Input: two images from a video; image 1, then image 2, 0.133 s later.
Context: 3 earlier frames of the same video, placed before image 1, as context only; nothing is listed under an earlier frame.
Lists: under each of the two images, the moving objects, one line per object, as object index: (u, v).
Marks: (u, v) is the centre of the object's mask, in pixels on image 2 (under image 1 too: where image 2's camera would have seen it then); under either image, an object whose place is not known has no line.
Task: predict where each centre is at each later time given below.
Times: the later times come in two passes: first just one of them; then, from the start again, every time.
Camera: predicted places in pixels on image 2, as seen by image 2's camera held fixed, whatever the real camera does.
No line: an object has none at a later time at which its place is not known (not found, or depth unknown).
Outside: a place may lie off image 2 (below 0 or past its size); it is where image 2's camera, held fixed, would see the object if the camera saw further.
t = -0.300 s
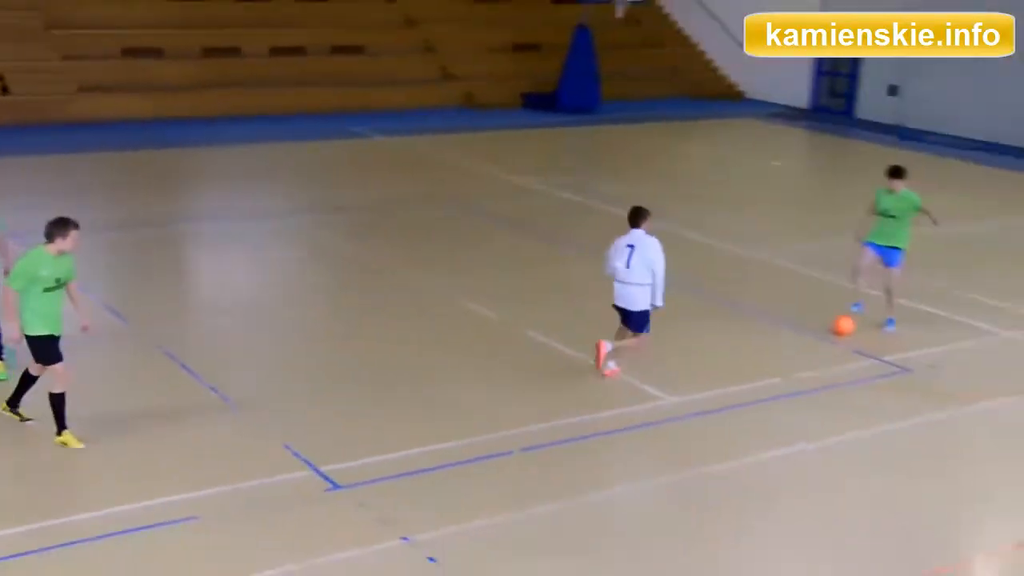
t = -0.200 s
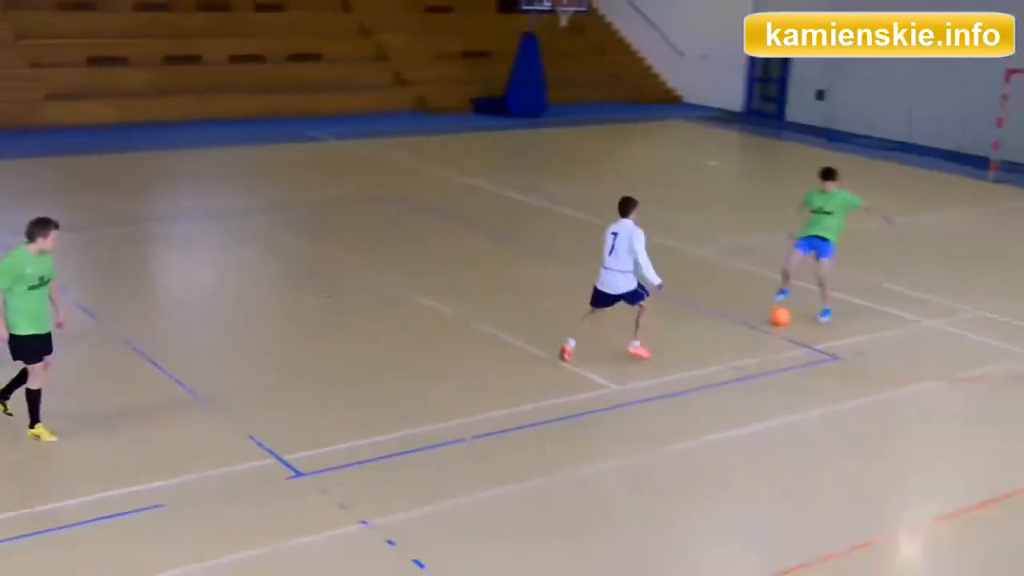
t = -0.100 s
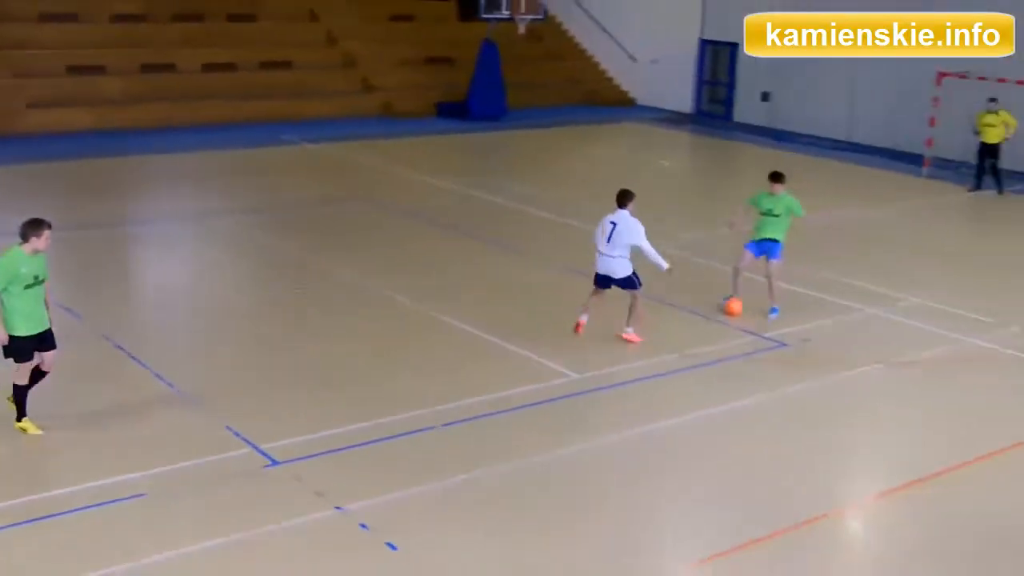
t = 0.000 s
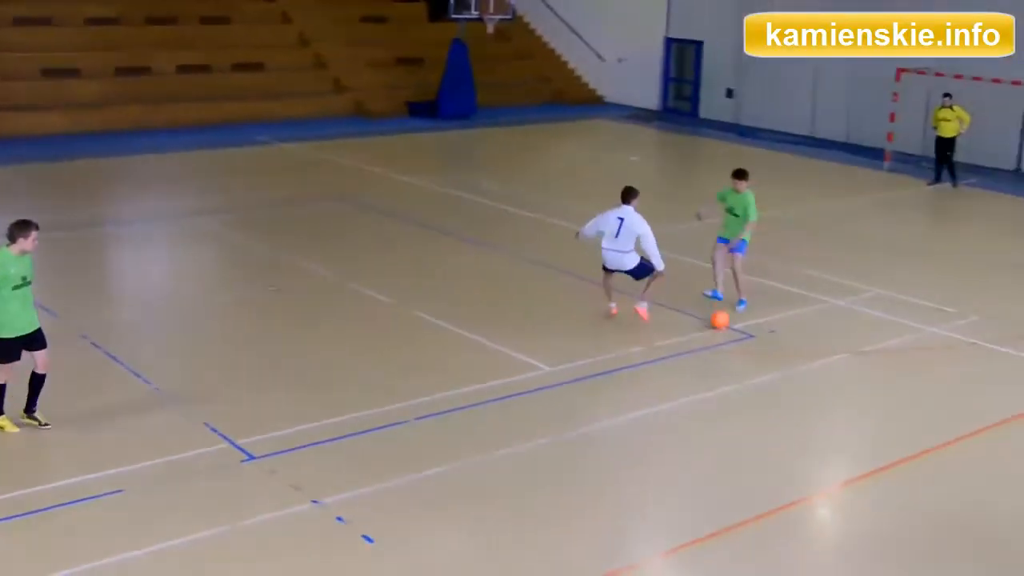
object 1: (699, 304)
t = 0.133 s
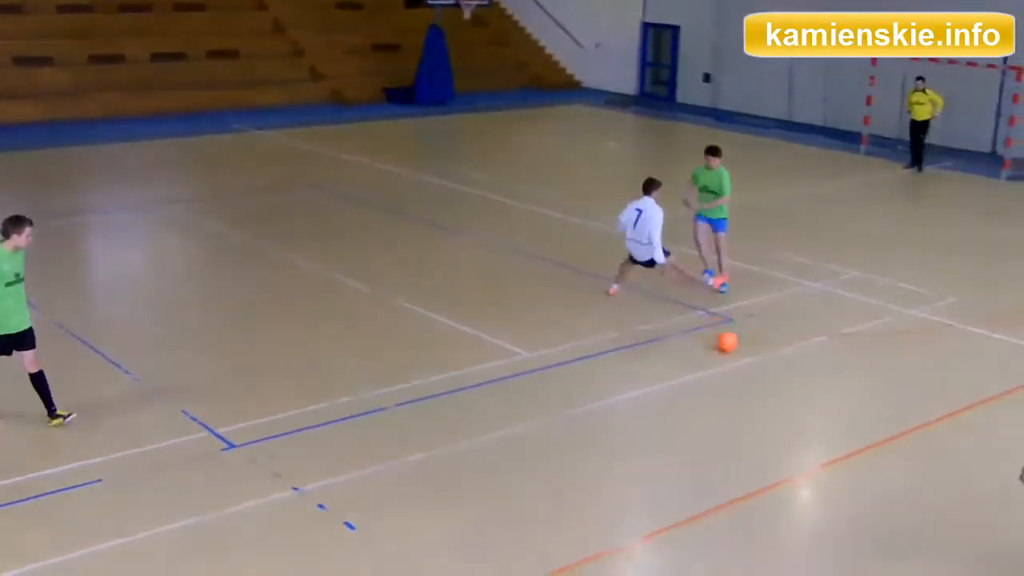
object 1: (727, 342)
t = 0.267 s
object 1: (760, 385)
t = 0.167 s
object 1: (734, 352)
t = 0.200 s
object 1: (742, 364)
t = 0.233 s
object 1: (751, 374)
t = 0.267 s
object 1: (760, 385)
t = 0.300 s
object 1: (769, 395)
